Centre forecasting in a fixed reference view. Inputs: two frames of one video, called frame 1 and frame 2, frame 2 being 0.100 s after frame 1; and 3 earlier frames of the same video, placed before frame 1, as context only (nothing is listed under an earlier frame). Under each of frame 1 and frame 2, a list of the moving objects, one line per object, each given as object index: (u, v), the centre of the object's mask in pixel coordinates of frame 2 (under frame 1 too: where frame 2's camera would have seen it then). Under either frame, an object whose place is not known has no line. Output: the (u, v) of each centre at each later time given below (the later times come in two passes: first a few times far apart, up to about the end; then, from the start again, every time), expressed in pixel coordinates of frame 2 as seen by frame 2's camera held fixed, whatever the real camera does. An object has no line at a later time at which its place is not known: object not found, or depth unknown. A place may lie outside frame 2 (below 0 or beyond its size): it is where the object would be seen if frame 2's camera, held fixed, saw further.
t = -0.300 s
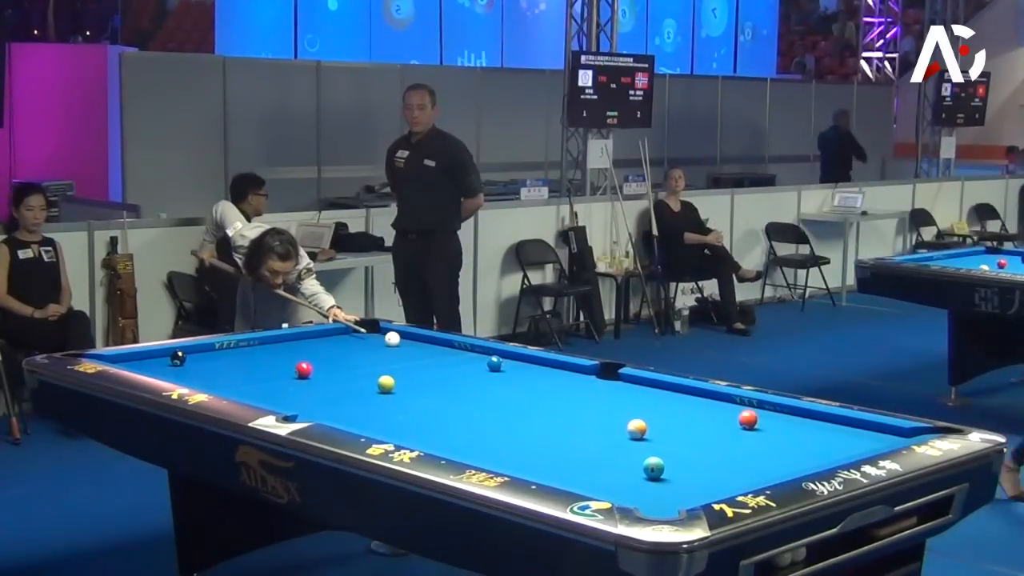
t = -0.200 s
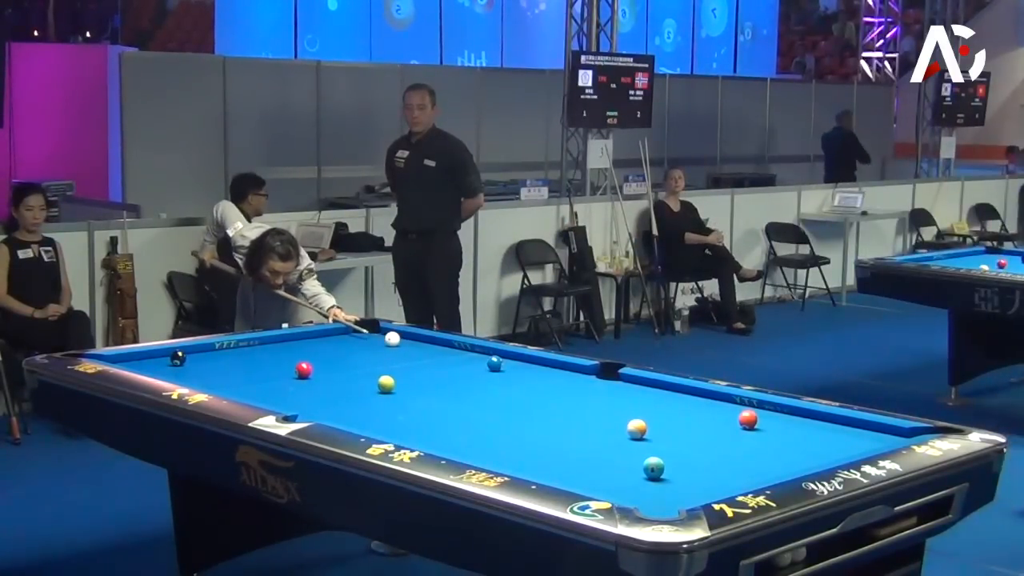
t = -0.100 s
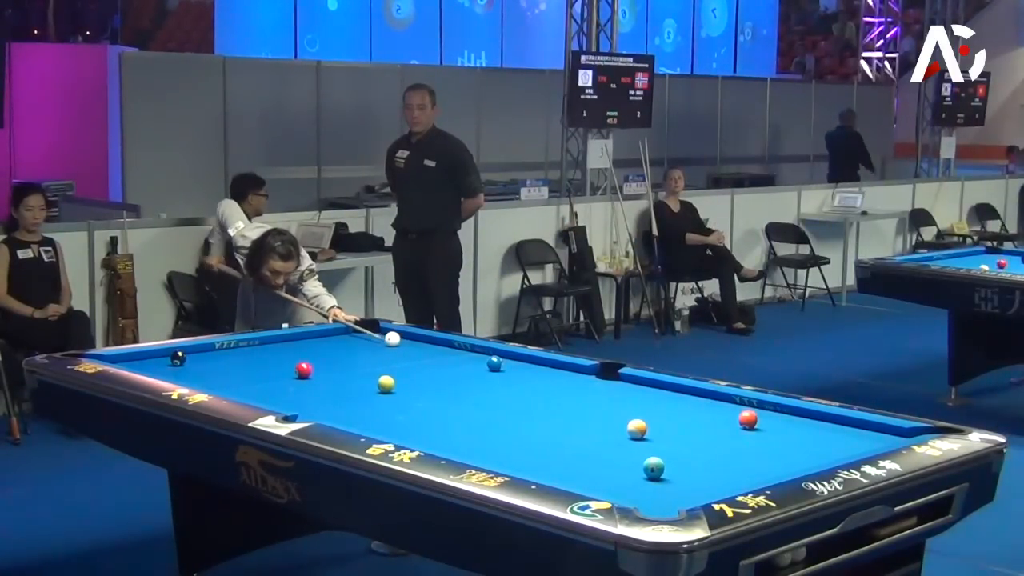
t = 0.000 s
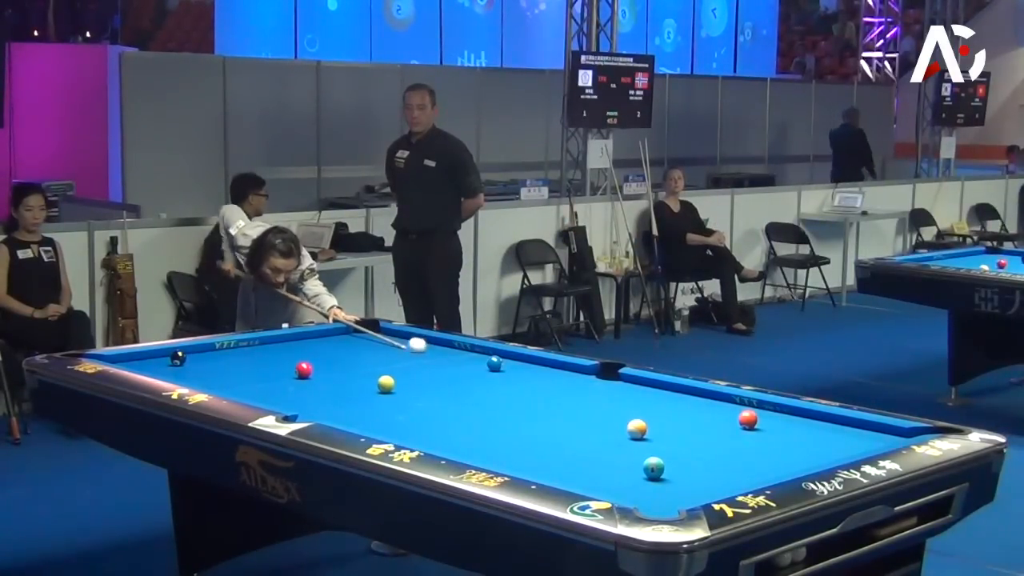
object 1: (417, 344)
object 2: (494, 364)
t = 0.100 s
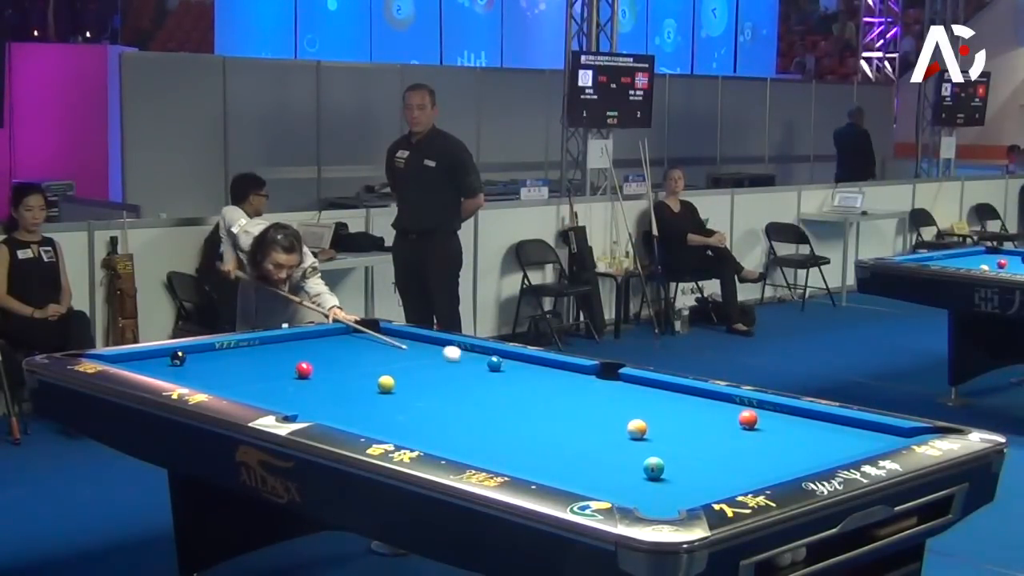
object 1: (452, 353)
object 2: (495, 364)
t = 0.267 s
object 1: (478, 362)
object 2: (522, 368)
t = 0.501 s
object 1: (464, 363)
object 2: (605, 382)
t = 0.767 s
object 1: (449, 364)
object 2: (693, 396)
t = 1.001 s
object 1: (437, 365)
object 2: (776, 411)
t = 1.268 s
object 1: (424, 366)
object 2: (875, 429)
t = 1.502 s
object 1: (414, 367)
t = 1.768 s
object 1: (405, 368)
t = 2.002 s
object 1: (399, 369)
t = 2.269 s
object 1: (393, 369)
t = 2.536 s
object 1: (389, 370)
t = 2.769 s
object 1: (386, 370)
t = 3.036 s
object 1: (382, 370)
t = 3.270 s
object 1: (380, 370)
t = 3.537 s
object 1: (379, 371)
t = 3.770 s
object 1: (379, 371)
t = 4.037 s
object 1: (379, 371)
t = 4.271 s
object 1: (379, 371)
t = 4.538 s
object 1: (379, 371)
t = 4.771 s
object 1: (379, 371)
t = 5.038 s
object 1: (379, 371)
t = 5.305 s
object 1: (379, 371)
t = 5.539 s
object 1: (379, 371)
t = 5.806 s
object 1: (379, 371)
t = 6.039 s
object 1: (379, 371)
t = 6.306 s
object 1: (379, 371)
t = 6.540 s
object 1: (380, 371)
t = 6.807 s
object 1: (379, 371)
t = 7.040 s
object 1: (379, 371)
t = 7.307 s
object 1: (379, 371)
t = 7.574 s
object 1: (379, 371)
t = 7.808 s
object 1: (379, 371)
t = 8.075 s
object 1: (379, 371)
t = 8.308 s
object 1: (379, 371)
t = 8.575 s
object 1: (379, 371)
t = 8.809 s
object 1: (379, 371)
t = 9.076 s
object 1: (379, 371)
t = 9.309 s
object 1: (379, 371)
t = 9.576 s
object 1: (379, 371)
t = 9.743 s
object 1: (379, 371)
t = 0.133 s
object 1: (463, 356)
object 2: (494, 364)
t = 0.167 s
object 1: (474, 359)
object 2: (494, 364)
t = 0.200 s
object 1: (482, 361)
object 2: (497, 364)
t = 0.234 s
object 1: (480, 361)
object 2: (510, 366)
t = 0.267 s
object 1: (478, 362)
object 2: (522, 368)
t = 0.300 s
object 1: (476, 362)
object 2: (536, 370)
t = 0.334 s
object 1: (474, 362)
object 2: (548, 373)
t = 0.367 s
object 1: (471, 362)
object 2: (560, 374)
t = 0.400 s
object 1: (469, 363)
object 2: (571, 376)
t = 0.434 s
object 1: (467, 363)
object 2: (582, 378)
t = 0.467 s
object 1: (465, 363)
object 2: (593, 380)
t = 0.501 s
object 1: (464, 363)
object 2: (605, 382)
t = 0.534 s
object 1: (461, 363)
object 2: (615, 384)
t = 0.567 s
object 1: (460, 363)
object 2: (627, 385)
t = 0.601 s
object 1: (458, 363)
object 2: (636, 387)
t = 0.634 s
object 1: (456, 363)
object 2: (649, 389)
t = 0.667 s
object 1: (454, 364)
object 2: (659, 390)
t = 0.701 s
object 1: (452, 364)
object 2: (671, 393)
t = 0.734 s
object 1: (450, 364)
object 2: (681, 394)
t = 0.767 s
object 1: (449, 364)
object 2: (693, 396)
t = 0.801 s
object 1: (447, 364)
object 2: (705, 398)
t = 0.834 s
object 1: (445, 364)
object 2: (717, 400)
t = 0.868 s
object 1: (443, 364)
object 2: (728, 402)
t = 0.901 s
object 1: (441, 365)
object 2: (739, 403)
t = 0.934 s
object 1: (440, 365)
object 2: (751, 405)
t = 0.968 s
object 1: (438, 365)
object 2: (764, 408)
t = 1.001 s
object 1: (437, 365)
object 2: (776, 411)
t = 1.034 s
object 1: (435, 365)
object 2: (788, 412)
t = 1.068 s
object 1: (433, 365)
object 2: (800, 415)
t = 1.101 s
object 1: (432, 365)
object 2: (812, 417)
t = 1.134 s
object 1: (430, 366)
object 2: (825, 419)
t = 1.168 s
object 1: (429, 366)
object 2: (837, 421)
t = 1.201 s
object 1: (427, 366)
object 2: (851, 424)
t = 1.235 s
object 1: (426, 366)
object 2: (862, 427)
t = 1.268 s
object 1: (424, 366)
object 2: (875, 429)
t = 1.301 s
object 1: (423, 366)
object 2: (888, 431)
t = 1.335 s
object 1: (421, 366)
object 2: (903, 431)
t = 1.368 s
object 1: (420, 366)
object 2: (913, 432)
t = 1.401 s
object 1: (418, 367)
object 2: (929, 430)
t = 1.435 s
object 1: (417, 367)
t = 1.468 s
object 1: (416, 367)
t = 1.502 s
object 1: (414, 367)
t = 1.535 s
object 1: (413, 367)
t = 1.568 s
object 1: (412, 367)
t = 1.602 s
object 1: (411, 368)
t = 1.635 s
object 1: (410, 368)
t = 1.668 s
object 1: (409, 368)
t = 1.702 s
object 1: (408, 368)
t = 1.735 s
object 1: (407, 368)
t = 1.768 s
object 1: (405, 368)
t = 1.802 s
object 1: (404, 368)
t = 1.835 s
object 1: (404, 369)
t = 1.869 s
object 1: (403, 369)
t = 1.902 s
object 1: (402, 369)
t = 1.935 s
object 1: (401, 369)
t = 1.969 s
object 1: (400, 369)
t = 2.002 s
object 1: (399, 369)
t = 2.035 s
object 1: (398, 369)
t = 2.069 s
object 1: (398, 369)
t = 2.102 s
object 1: (397, 369)
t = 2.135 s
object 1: (396, 369)
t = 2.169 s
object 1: (395, 369)
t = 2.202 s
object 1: (395, 369)
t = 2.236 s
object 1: (394, 369)
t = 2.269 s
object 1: (393, 369)
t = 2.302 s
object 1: (393, 369)
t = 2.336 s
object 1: (392, 369)
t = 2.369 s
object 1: (391, 369)
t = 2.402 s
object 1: (391, 369)
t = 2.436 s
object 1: (390, 369)
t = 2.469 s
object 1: (390, 369)
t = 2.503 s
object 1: (389, 369)
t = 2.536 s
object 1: (389, 370)
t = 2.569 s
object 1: (388, 370)
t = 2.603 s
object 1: (388, 370)
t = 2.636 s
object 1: (388, 370)
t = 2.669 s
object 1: (387, 370)
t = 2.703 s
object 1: (386, 370)
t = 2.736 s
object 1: (386, 370)
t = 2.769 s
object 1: (386, 370)
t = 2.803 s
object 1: (385, 370)
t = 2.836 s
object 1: (385, 370)
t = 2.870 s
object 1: (384, 370)
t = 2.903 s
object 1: (384, 370)
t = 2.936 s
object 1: (383, 370)
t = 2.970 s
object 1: (383, 370)
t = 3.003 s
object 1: (383, 370)
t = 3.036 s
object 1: (382, 370)
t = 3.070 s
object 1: (382, 370)
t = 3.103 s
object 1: (382, 370)
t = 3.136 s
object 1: (381, 370)
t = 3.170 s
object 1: (381, 370)
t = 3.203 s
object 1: (381, 370)
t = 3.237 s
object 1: (380, 370)
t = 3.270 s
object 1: (380, 370)
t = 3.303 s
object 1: (380, 371)
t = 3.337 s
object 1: (380, 371)
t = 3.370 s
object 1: (379, 371)
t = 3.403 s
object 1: (379, 371)
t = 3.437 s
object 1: (379, 371)
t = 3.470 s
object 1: (379, 371)
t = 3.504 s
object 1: (379, 371)
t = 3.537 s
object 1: (379, 371)
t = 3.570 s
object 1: (379, 371)
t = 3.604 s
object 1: (379, 371)
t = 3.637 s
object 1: (379, 371)
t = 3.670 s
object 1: (379, 371)
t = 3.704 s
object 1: (379, 371)
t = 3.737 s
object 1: (379, 371)
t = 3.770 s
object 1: (379, 371)
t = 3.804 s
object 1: (379, 371)
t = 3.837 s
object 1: (379, 371)
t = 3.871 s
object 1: (379, 371)
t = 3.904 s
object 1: (379, 371)
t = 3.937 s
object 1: (379, 371)
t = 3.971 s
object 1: (379, 371)
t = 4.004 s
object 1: (379, 371)
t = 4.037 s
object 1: (379, 371)
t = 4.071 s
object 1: (379, 371)
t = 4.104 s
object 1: (379, 371)
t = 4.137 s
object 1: (379, 371)
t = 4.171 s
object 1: (379, 371)
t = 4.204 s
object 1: (379, 371)
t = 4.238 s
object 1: (379, 371)
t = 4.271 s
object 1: (379, 371)
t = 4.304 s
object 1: (379, 371)
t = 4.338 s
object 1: (379, 371)
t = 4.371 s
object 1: (380, 371)
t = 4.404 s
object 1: (379, 371)
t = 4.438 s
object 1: (379, 371)
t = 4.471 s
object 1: (379, 371)
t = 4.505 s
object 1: (379, 371)
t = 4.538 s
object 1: (379, 371)
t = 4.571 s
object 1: (379, 371)
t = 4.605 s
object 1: (379, 371)
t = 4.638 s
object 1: (379, 371)
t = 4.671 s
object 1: (379, 371)
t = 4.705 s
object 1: (379, 371)
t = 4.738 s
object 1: (379, 371)
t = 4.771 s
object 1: (379, 371)
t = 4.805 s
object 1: (379, 371)
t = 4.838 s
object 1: (379, 371)
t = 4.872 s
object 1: (379, 371)
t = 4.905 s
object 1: (379, 371)
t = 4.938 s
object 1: (379, 371)
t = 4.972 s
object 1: (379, 371)
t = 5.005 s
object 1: (379, 371)
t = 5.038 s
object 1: (379, 371)
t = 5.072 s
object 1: (379, 371)
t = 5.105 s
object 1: (379, 371)
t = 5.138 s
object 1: (379, 371)
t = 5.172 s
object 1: (379, 371)
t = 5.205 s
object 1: (379, 371)
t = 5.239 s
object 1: (379, 371)
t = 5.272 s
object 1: (379, 371)
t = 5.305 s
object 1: (379, 371)
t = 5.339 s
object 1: (379, 371)
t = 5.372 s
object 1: (379, 371)
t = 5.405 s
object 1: (379, 371)
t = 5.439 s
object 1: (379, 371)
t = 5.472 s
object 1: (379, 371)
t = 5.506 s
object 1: (379, 371)
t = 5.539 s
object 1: (379, 371)
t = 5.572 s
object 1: (379, 371)
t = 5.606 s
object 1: (379, 371)
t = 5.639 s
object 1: (379, 371)
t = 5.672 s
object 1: (379, 371)
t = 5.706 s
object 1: (379, 371)
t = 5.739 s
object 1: (379, 371)
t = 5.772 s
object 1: (379, 371)
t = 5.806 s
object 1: (379, 371)
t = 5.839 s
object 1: (379, 371)
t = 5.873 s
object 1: (379, 371)
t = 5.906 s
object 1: (379, 371)
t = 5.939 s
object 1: (379, 371)
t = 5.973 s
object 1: (379, 371)
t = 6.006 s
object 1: (379, 371)
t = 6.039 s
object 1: (379, 371)
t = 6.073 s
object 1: (379, 371)
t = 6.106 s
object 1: (379, 371)
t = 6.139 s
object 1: (379, 371)
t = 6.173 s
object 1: (379, 371)
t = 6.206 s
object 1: (379, 371)
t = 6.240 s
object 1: (379, 371)
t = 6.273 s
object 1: (379, 371)
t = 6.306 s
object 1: (379, 371)
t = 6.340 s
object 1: (379, 371)
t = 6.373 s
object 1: (379, 371)
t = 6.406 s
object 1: (379, 371)
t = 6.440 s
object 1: (379, 371)
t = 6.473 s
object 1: (379, 371)
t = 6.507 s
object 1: (379, 371)
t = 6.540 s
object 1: (380, 371)
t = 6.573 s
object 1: (379, 371)
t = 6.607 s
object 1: (380, 371)
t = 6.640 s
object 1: (379, 371)
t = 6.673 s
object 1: (379, 371)
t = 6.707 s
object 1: (379, 371)
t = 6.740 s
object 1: (380, 371)
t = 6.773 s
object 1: (380, 371)
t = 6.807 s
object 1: (379, 371)
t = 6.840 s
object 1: (379, 371)
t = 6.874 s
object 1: (380, 371)
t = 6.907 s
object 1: (380, 371)
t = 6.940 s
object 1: (379, 371)
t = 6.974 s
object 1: (379, 371)
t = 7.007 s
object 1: (379, 371)
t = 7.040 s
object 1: (379, 371)
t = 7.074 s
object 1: (379, 371)
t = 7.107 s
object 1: (379, 371)
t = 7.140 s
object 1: (379, 371)
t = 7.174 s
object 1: (379, 371)
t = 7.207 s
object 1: (379, 371)
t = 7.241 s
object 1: (379, 371)
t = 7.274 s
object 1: (379, 371)
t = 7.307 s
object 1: (379, 371)
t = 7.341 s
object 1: (379, 371)
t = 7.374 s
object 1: (379, 371)
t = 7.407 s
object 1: (379, 371)
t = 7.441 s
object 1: (379, 371)
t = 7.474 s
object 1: (379, 371)
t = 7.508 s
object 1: (379, 371)
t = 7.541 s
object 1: (379, 371)
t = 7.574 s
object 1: (379, 371)
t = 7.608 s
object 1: (379, 371)
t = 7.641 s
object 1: (379, 371)
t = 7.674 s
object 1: (379, 371)
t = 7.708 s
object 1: (379, 371)
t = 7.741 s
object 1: (379, 371)
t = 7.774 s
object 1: (379, 371)
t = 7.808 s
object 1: (379, 371)
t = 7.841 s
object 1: (380, 371)
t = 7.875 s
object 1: (379, 371)
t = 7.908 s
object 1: (379, 371)
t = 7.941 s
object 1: (379, 371)
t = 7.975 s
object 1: (379, 371)
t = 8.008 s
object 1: (379, 371)
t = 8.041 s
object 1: (379, 371)
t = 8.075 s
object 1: (379, 371)
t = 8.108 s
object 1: (379, 371)
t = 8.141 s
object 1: (379, 371)
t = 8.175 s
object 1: (379, 371)
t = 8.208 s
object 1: (379, 371)
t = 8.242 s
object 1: (379, 371)
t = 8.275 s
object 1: (379, 371)
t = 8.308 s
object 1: (379, 371)
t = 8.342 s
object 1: (379, 371)
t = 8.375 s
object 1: (379, 371)
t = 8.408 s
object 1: (379, 371)
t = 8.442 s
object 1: (379, 371)
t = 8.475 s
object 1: (379, 371)
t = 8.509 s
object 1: (379, 371)
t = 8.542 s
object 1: (379, 371)
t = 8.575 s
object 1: (379, 371)
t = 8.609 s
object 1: (379, 371)
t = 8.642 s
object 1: (379, 371)
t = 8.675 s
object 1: (379, 371)
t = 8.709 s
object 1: (379, 371)
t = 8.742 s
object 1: (379, 371)
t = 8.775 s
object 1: (379, 371)
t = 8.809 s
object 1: (379, 371)
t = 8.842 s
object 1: (379, 371)
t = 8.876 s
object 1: (379, 371)
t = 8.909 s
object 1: (379, 371)
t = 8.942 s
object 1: (379, 371)
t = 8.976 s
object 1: (379, 371)
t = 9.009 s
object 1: (379, 371)
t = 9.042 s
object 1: (379, 371)
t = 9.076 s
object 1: (379, 371)
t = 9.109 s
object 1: (379, 371)
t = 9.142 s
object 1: (379, 371)
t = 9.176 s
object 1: (379, 371)
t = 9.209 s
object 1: (379, 371)
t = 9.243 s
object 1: (379, 371)
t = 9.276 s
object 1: (379, 371)
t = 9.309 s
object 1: (379, 371)
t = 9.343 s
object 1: (379, 371)
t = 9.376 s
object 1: (379, 371)
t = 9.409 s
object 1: (379, 371)
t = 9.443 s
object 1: (379, 371)
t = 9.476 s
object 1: (379, 371)
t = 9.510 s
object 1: (379, 371)
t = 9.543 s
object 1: (379, 371)
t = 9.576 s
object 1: (379, 371)
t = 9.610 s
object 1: (379, 371)
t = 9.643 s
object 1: (379, 371)
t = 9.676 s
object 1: (379, 371)
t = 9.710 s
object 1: (379, 371)
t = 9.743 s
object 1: (379, 371)
